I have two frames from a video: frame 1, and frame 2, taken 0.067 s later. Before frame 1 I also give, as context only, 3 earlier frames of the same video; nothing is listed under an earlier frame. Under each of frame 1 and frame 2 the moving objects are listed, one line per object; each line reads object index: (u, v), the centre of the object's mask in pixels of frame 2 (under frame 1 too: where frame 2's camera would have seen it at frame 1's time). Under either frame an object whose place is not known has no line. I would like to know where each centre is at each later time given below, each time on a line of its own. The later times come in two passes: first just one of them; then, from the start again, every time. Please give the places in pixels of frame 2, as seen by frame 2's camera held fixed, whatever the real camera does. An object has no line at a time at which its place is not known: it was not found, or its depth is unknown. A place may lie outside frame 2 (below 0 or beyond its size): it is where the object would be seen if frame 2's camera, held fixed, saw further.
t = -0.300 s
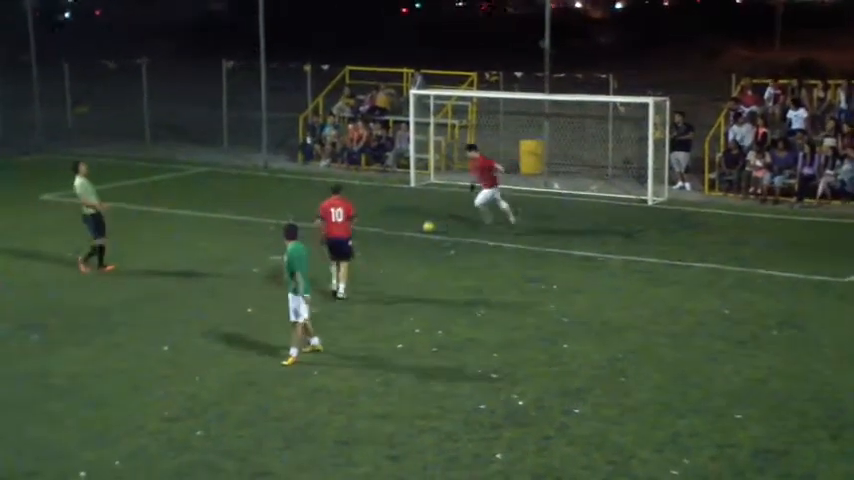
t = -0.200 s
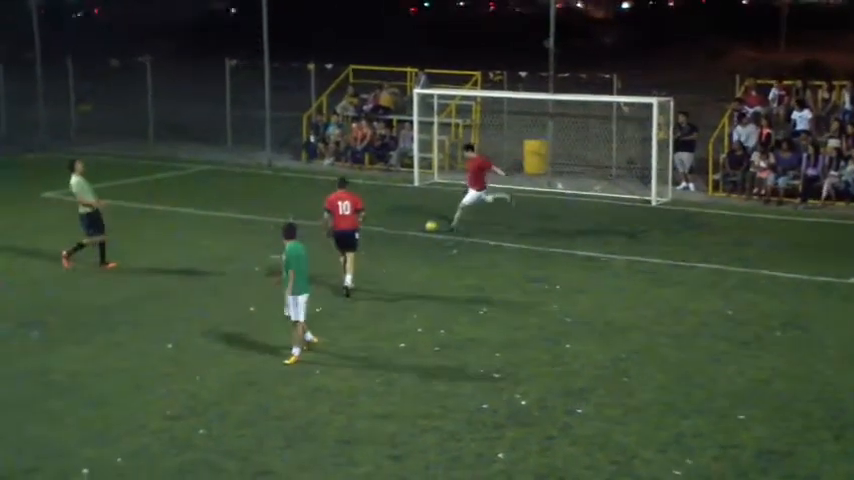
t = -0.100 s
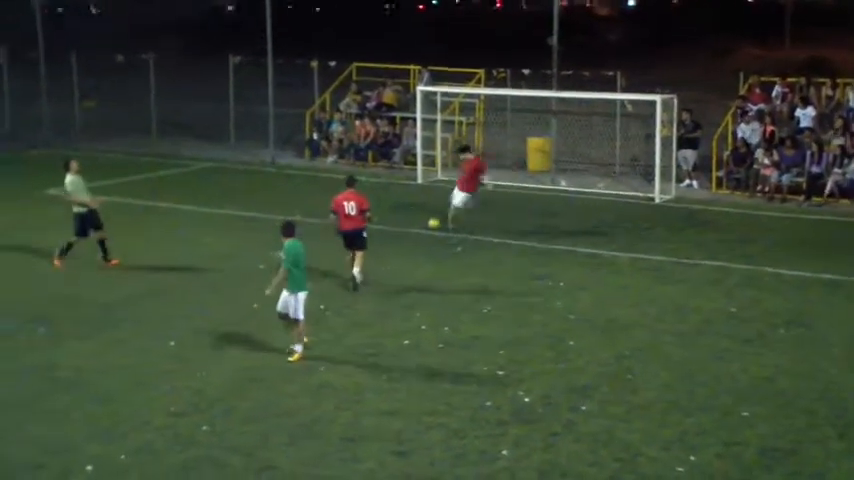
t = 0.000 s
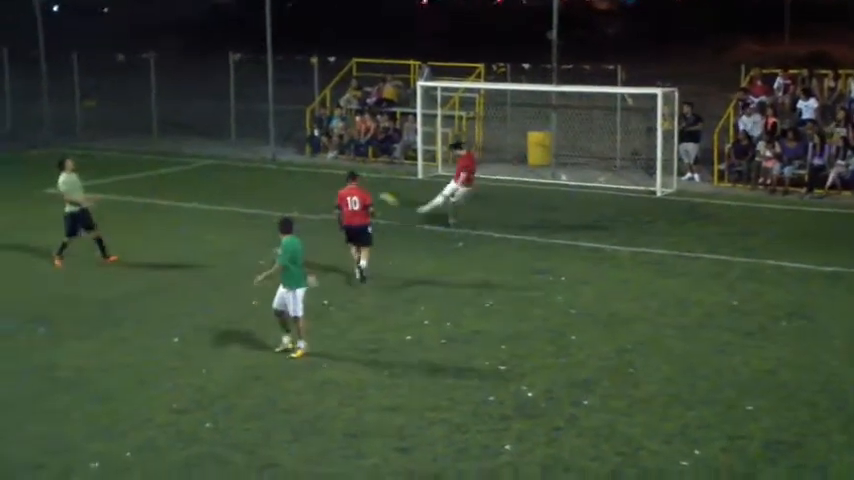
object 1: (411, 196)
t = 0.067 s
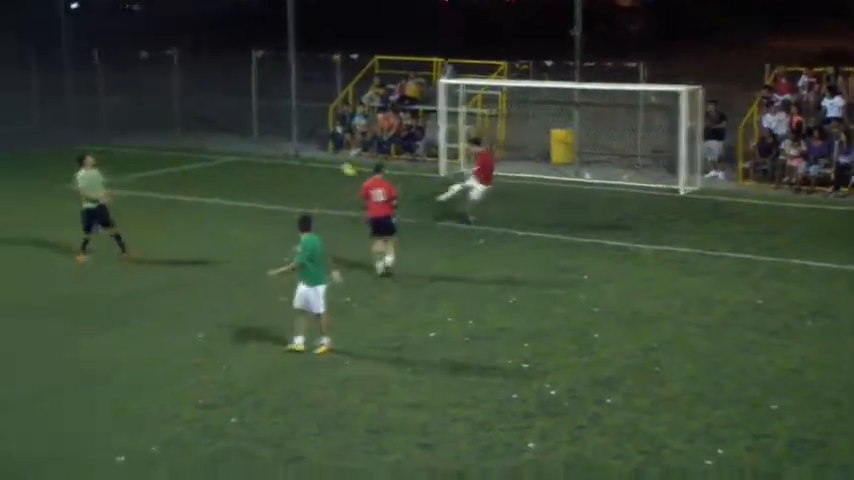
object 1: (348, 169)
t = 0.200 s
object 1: (221, 121)
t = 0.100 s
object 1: (317, 157)
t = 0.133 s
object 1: (285, 144)
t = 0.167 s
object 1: (253, 132)
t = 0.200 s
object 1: (221, 121)
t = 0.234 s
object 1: (192, 108)
